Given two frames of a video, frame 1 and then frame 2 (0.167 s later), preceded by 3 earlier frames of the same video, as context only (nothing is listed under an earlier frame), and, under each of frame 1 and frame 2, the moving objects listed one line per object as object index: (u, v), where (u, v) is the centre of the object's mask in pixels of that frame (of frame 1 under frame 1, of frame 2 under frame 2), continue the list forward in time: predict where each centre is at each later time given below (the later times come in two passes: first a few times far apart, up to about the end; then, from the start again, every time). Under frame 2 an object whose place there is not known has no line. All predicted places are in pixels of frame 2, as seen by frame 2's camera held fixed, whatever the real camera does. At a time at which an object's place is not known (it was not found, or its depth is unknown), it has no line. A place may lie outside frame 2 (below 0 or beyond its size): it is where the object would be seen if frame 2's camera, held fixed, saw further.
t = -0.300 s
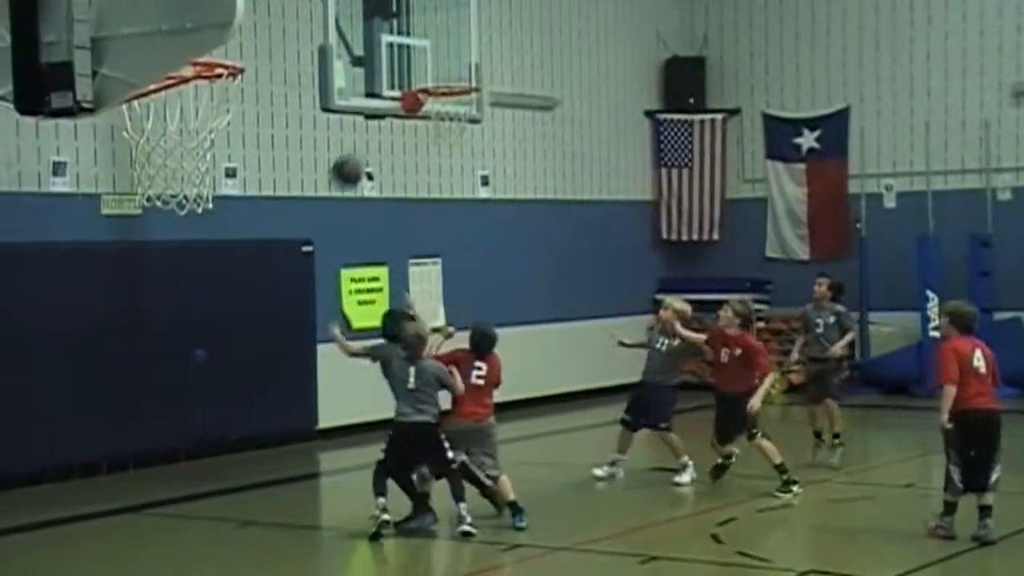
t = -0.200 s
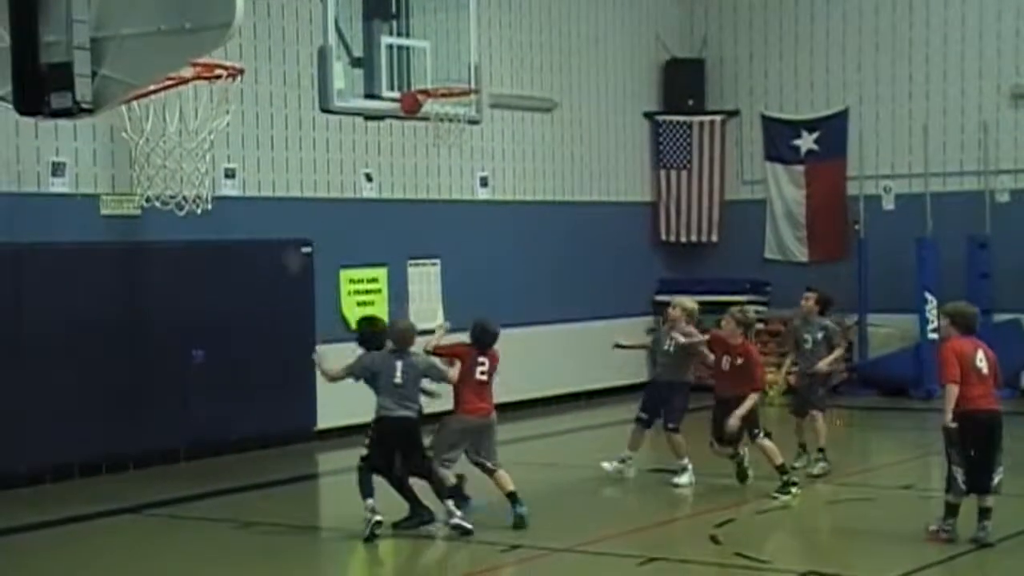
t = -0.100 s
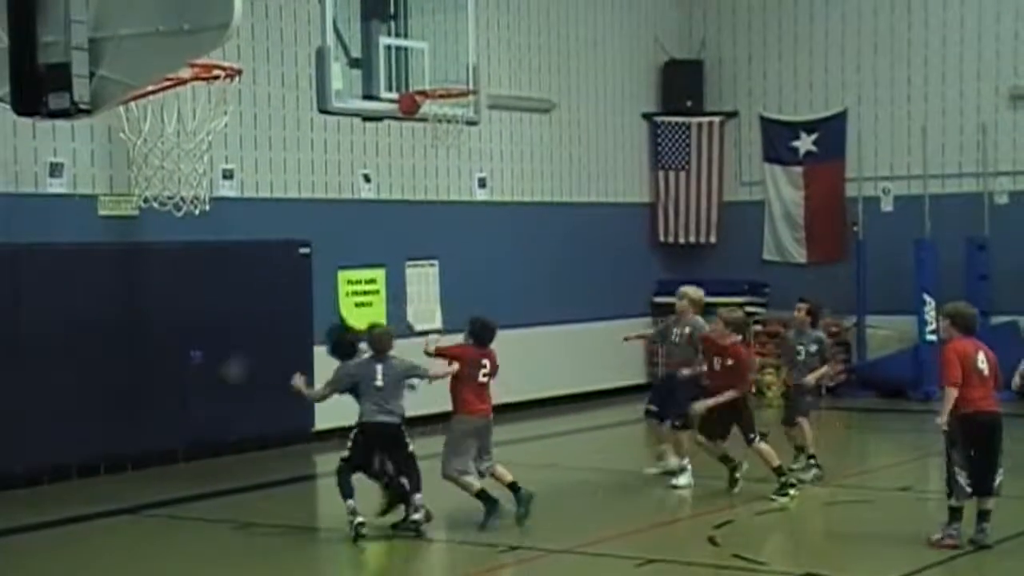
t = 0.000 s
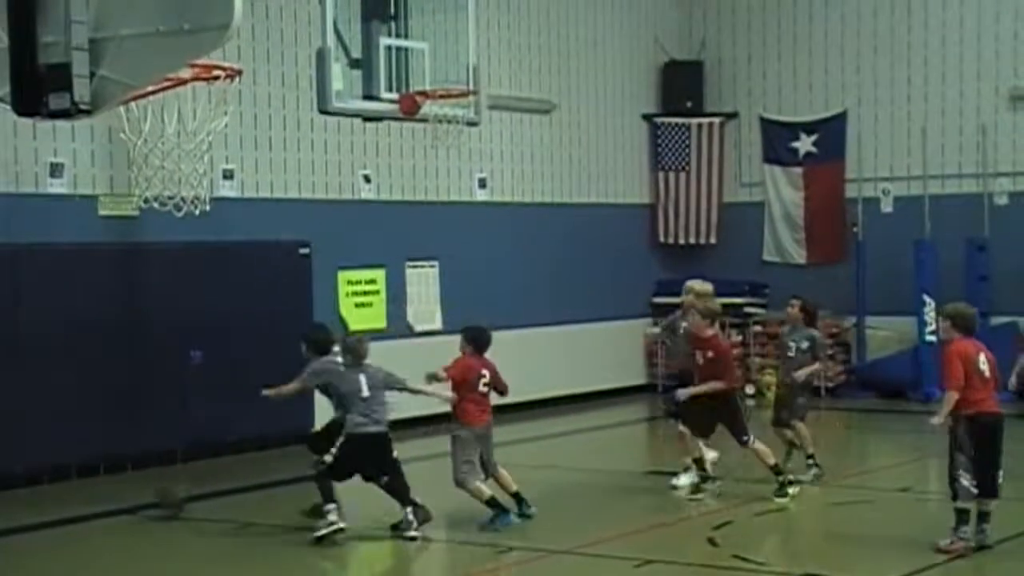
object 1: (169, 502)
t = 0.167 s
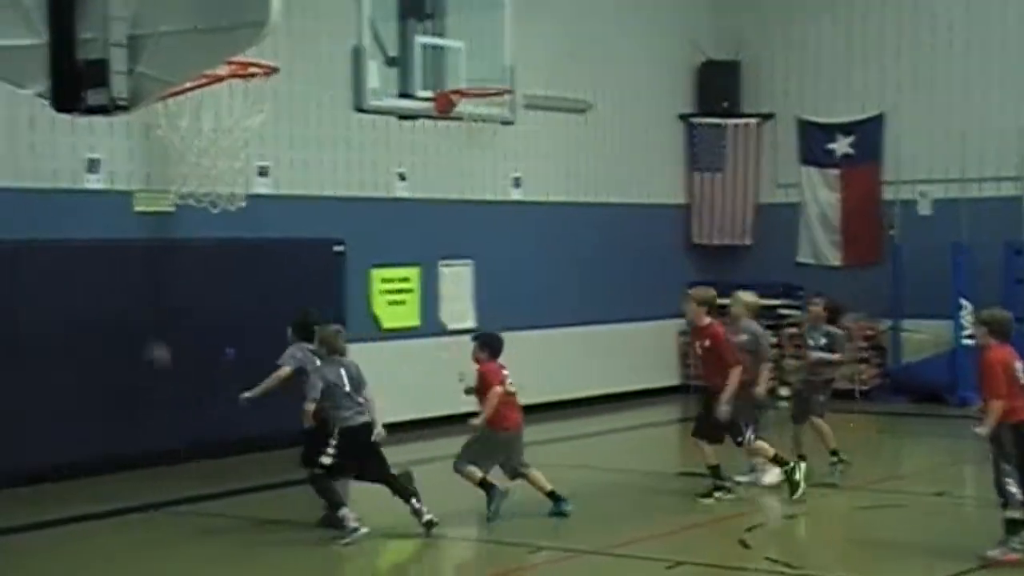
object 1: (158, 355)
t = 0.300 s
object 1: (119, 259)
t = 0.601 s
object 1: (24, 145)
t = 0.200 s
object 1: (148, 328)
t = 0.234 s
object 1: (138, 304)
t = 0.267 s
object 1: (129, 285)
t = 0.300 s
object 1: (119, 259)
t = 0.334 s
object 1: (109, 243)
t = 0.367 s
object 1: (93, 232)
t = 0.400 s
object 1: (82, 213)
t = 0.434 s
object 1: (74, 198)
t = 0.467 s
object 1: (64, 184)
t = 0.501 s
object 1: (54, 172)
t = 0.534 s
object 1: (44, 161)
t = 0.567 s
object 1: (34, 152)
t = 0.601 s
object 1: (24, 145)
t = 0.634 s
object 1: (14, 140)
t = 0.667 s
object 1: (5, 136)
